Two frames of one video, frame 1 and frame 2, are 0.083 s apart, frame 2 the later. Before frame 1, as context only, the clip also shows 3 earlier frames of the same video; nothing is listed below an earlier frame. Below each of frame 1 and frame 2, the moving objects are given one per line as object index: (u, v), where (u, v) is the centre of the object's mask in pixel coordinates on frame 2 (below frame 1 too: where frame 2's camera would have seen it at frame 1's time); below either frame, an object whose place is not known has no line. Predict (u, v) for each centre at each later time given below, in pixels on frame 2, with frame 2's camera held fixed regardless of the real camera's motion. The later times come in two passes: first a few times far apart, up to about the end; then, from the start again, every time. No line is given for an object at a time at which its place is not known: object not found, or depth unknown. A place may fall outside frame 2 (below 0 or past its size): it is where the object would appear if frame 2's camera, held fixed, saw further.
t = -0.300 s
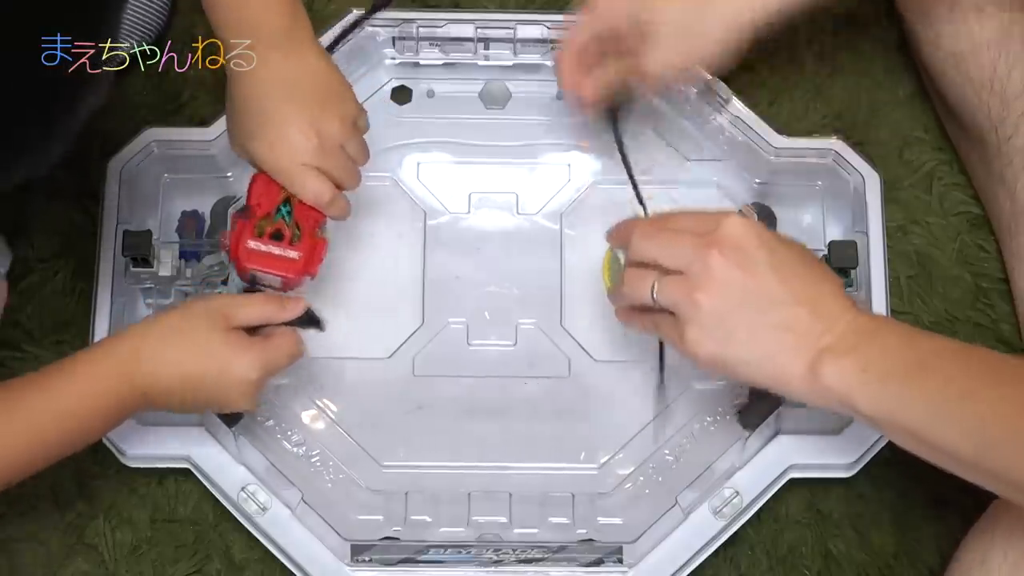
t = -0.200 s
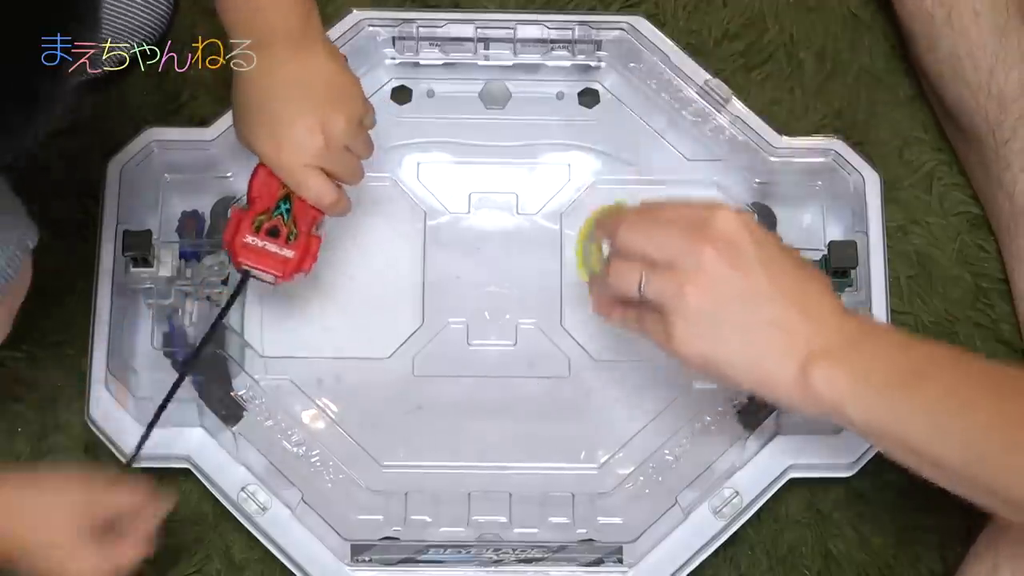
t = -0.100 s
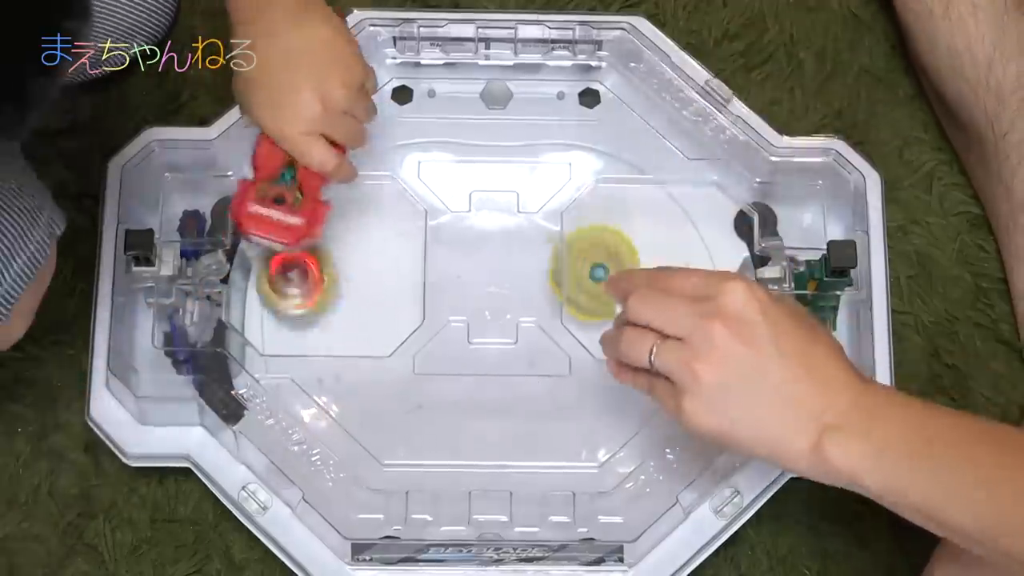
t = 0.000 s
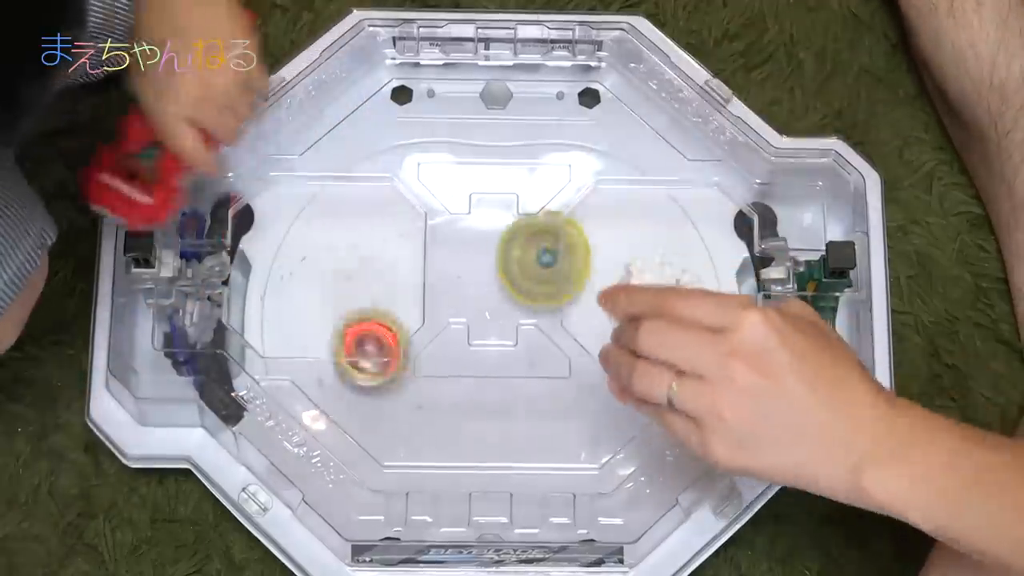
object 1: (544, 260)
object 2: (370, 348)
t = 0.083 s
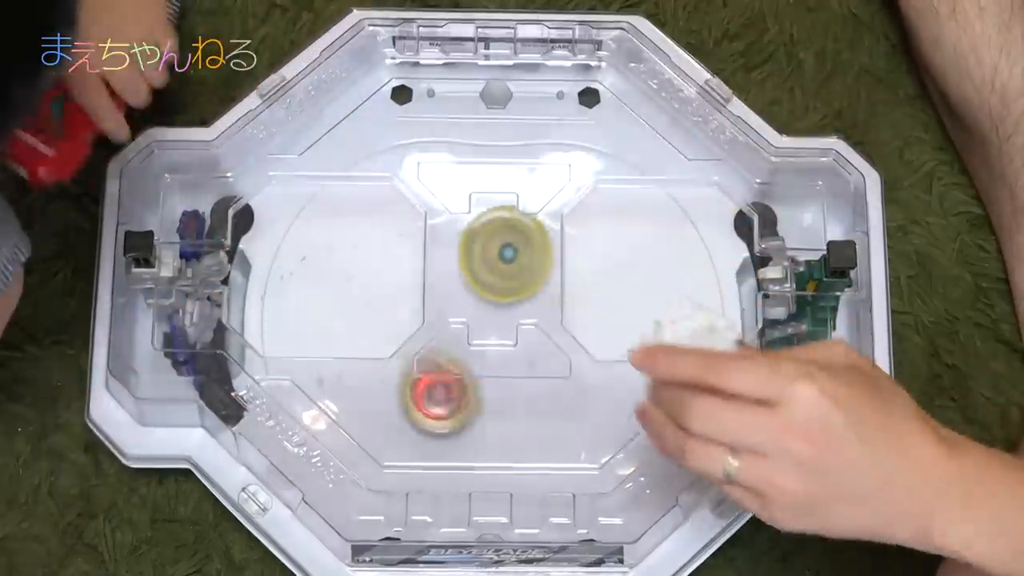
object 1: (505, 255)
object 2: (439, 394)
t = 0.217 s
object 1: (468, 257)
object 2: (570, 405)
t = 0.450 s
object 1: (472, 257)
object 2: (693, 224)
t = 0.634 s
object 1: (492, 260)
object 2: (499, 152)
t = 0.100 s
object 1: (498, 253)
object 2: (453, 402)
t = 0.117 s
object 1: (491, 254)
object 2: (469, 406)
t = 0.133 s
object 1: (484, 256)
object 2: (484, 408)
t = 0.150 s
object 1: (481, 255)
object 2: (499, 410)
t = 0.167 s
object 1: (475, 256)
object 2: (516, 411)
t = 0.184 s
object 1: (472, 256)
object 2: (534, 411)
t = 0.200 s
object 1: (470, 256)
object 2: (551, 409)
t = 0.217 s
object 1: (468, 257)
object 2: (570, 405)
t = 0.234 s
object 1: (467, 257)
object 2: (588, 398)
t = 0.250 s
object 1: (464, 257)
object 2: (604, 392)
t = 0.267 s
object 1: (462, 257)
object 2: (621, 385)
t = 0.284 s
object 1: (465, 257)
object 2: (638, 375)
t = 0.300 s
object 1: (465, 257)
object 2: (653, 364)
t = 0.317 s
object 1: (465, 257)
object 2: (666, 351)
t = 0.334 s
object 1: (463, 257)
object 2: (678, 337)
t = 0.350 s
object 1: (462, 258)
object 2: (689, 322)
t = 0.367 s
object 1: (464, 258)
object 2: (698, 306)
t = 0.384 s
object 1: (467, 259)
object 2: (704, 290)
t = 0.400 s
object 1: (468, 258)
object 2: (709, 272)
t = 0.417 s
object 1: (469, 258)
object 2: (705, 254)
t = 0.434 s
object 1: (470, 258)
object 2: (700, 239)
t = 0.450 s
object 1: (472, 257)
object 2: (693, 224)
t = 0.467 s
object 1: (473, 257)
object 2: (680, 210)
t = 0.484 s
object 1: (475, 257)
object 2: (667, 197)
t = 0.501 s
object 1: (476, 257)
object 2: (653, 185)
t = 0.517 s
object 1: (478, 257)
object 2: (638, 172)
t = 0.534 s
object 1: (480, 256)
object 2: (622, 163)
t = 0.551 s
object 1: (483, 256)
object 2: (604, 156)
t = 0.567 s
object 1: (484, 257)
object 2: (584, 149)
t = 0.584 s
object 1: (486, 257)
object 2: (564, 147)
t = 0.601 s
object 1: (488, 258)
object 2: (543, 146)
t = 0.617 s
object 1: (490, 259)
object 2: (520, 148)
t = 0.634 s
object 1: (492, 260)
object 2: (499, 152)
